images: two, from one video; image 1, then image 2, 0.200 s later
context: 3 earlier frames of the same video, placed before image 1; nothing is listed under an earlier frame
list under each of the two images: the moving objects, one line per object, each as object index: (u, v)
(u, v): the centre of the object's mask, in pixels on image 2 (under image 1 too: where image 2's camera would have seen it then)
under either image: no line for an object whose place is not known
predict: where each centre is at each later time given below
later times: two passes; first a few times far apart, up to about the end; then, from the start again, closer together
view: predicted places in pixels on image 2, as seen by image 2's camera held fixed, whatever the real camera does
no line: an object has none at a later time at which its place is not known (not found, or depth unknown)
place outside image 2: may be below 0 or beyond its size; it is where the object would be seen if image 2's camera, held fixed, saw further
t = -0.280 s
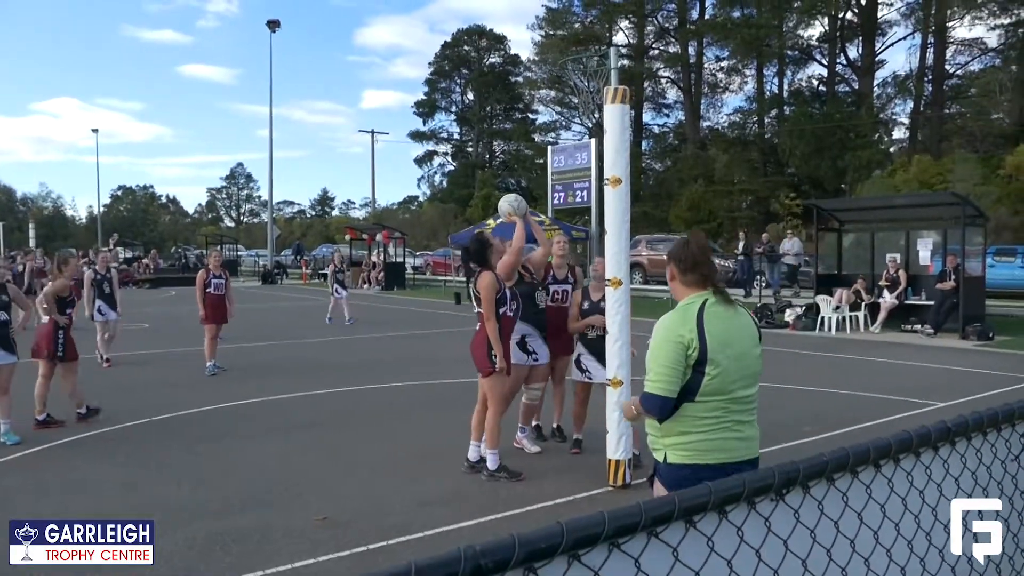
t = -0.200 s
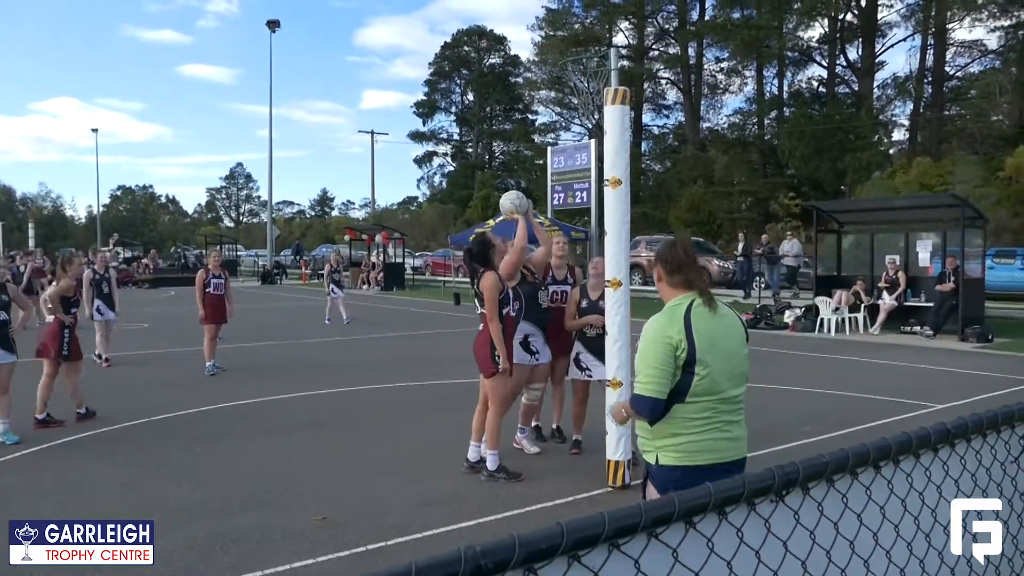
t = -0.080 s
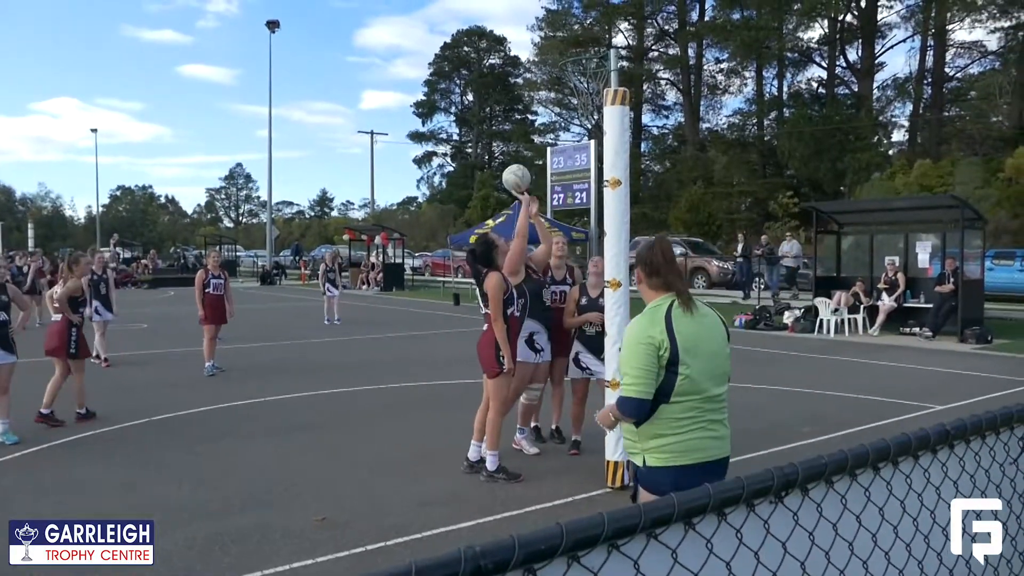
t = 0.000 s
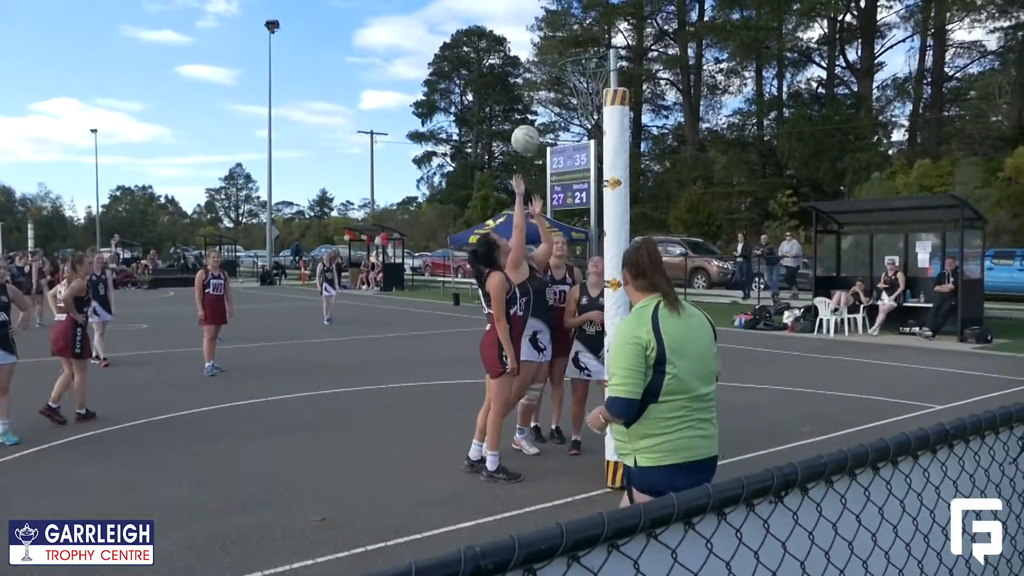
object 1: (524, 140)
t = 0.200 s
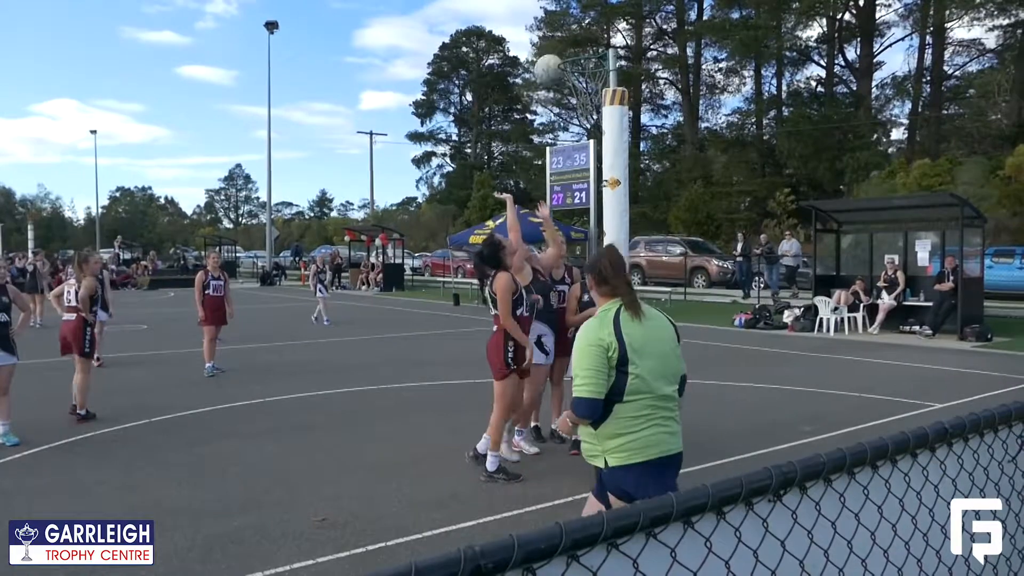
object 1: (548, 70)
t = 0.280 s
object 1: (558, 54)
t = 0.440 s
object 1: (580, 48)
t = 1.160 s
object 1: (593, 96)
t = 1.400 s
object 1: (595, 118)
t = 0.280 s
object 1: (558, 54)
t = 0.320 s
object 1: (564, 50)
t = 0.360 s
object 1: (569, 47)
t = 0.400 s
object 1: (575, 47)
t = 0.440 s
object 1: (580, 48)
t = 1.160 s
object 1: (593, 96)
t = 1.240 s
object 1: (594, 99)
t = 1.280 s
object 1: (595, 102)
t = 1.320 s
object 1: (595, 105)
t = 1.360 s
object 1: (596, 110)
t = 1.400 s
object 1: (595, 118)
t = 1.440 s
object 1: (596, 127)
